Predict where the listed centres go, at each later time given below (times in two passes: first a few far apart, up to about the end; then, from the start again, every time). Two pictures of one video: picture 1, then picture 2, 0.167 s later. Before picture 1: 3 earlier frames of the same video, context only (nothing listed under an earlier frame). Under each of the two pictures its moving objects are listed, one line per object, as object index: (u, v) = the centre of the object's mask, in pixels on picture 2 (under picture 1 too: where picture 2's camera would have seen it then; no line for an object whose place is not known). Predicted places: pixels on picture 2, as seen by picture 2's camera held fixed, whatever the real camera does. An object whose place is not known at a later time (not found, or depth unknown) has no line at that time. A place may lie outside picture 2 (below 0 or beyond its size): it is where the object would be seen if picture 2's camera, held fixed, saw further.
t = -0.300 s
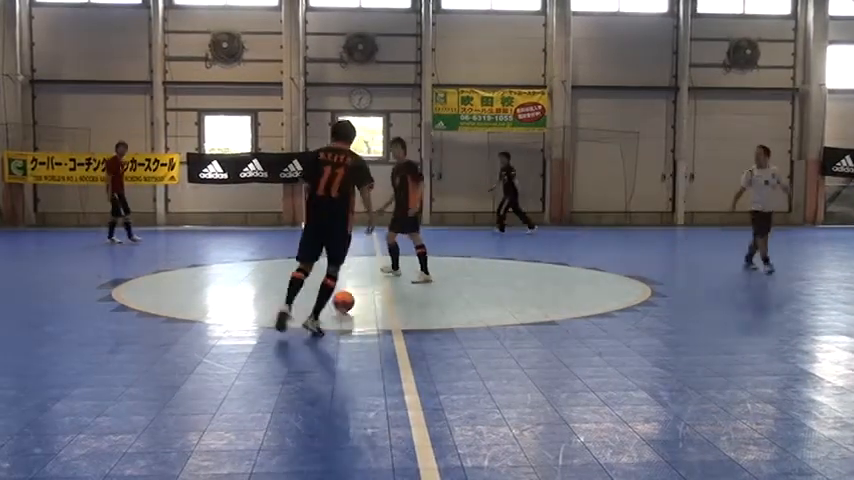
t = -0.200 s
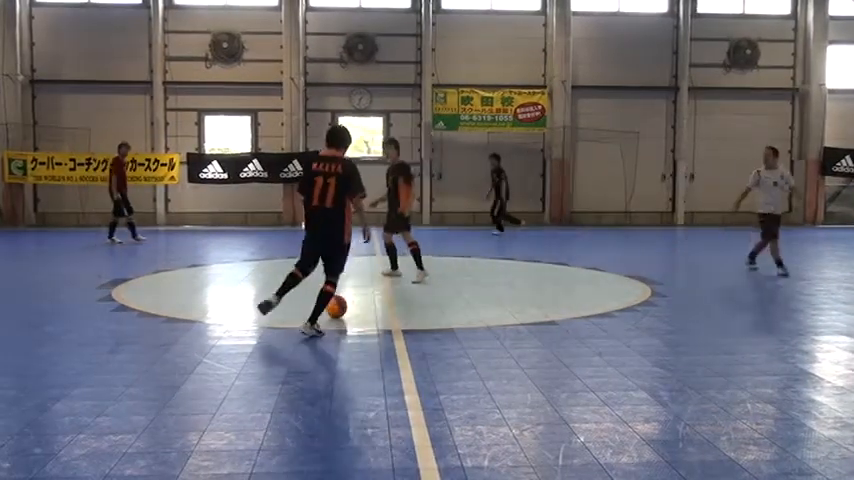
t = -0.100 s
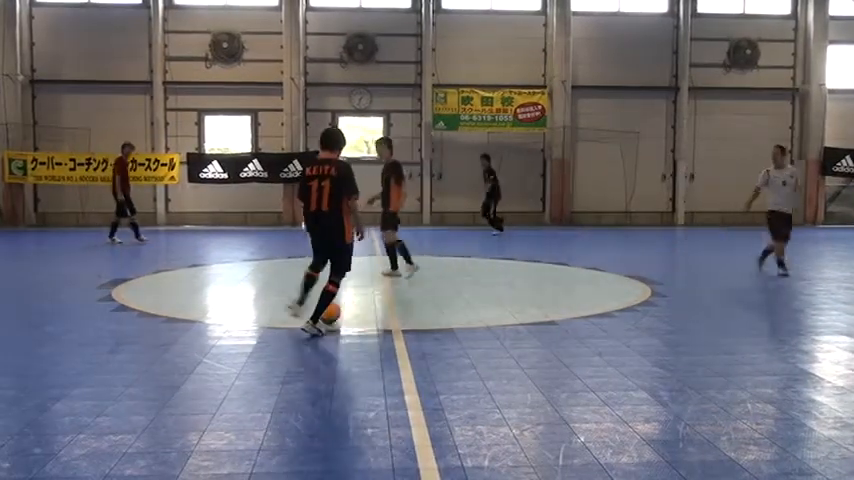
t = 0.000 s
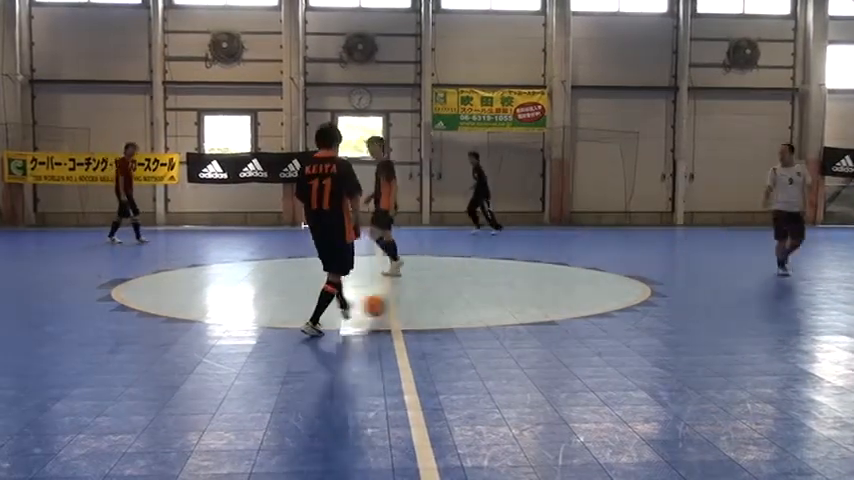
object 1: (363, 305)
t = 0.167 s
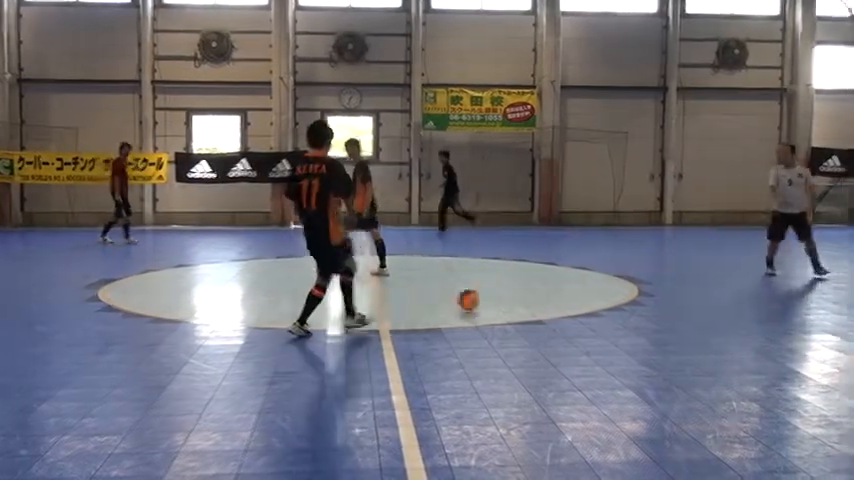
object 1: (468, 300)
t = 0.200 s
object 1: (485, 297)
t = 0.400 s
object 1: (575, 290)
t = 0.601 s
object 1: (648, 286)
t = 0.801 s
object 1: (714, 283)
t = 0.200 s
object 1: (485, 297)
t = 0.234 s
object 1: (501, 295)
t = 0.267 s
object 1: (517, 293)
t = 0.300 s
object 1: (535, 297)
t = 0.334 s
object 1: (549, 295)
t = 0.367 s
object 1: (562, 291)
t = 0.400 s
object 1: (575, 290)
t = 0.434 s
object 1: (588, 289)
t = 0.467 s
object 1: (601, 290)
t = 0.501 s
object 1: (613, 290)
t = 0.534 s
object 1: (625, 287)
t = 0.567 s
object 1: (637, 287)
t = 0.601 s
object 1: (648, 286)
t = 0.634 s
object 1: (660, 287)
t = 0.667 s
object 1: (670, 285)
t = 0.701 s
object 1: (682, 285)
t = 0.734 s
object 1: (692, 286)
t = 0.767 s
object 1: (703, 284)
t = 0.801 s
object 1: (714, 283)
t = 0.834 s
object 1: (725, 283)
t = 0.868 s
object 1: (733, 283)
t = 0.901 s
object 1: (745, 281)
